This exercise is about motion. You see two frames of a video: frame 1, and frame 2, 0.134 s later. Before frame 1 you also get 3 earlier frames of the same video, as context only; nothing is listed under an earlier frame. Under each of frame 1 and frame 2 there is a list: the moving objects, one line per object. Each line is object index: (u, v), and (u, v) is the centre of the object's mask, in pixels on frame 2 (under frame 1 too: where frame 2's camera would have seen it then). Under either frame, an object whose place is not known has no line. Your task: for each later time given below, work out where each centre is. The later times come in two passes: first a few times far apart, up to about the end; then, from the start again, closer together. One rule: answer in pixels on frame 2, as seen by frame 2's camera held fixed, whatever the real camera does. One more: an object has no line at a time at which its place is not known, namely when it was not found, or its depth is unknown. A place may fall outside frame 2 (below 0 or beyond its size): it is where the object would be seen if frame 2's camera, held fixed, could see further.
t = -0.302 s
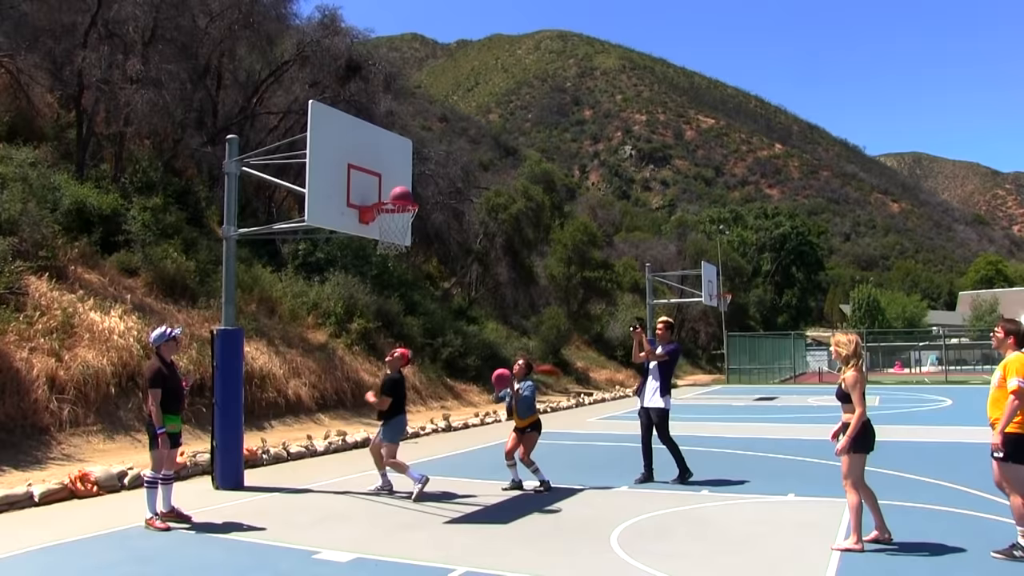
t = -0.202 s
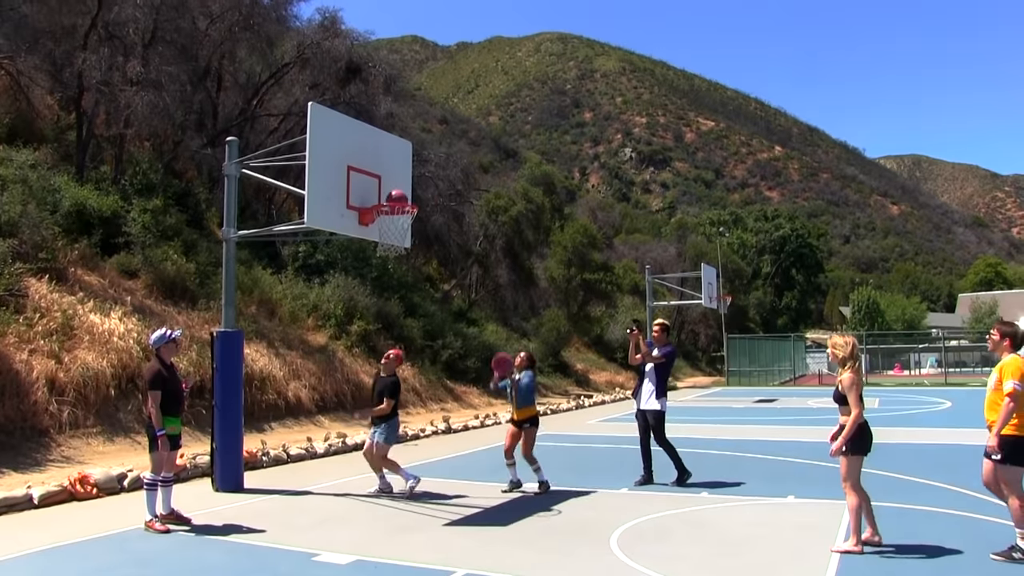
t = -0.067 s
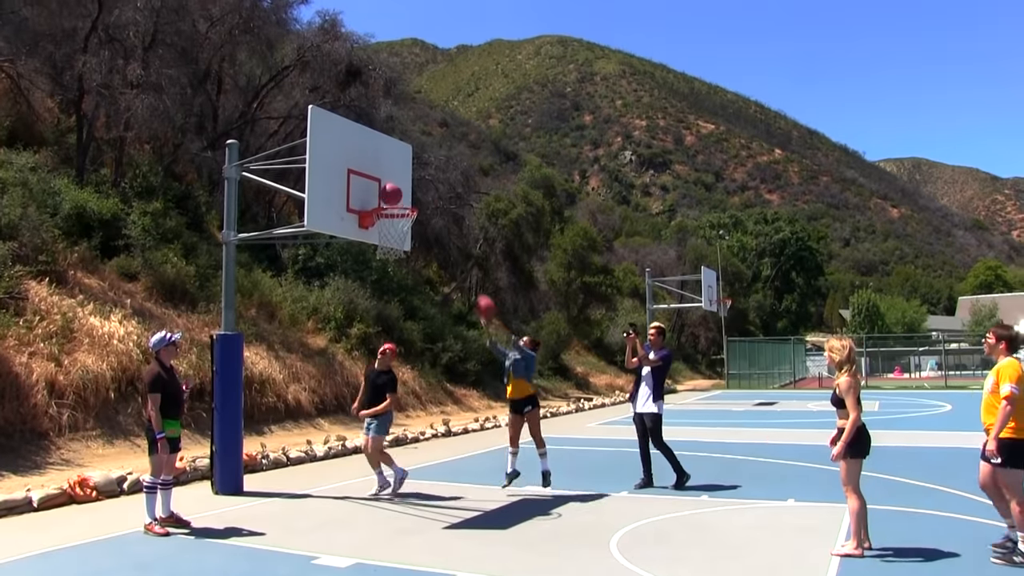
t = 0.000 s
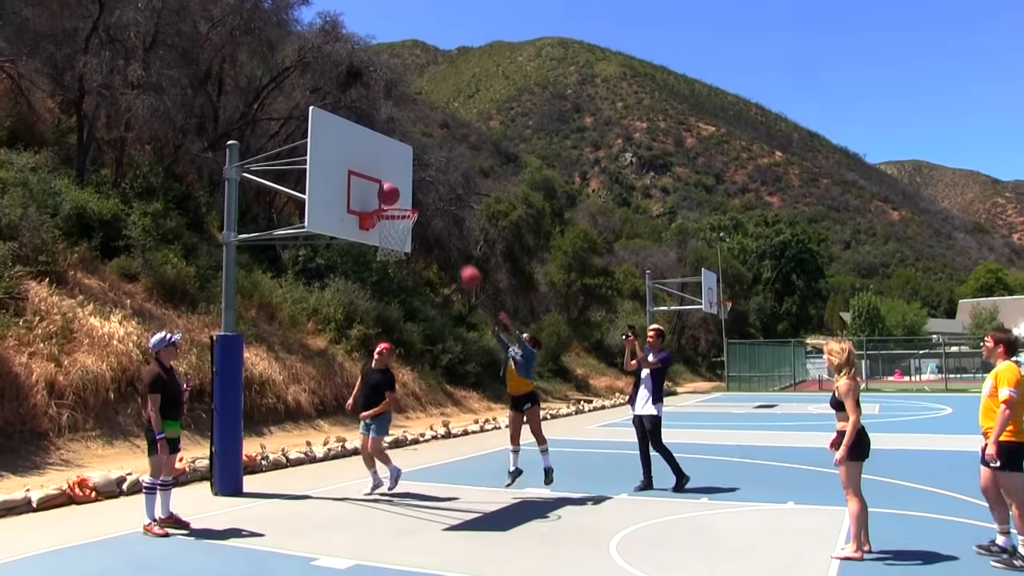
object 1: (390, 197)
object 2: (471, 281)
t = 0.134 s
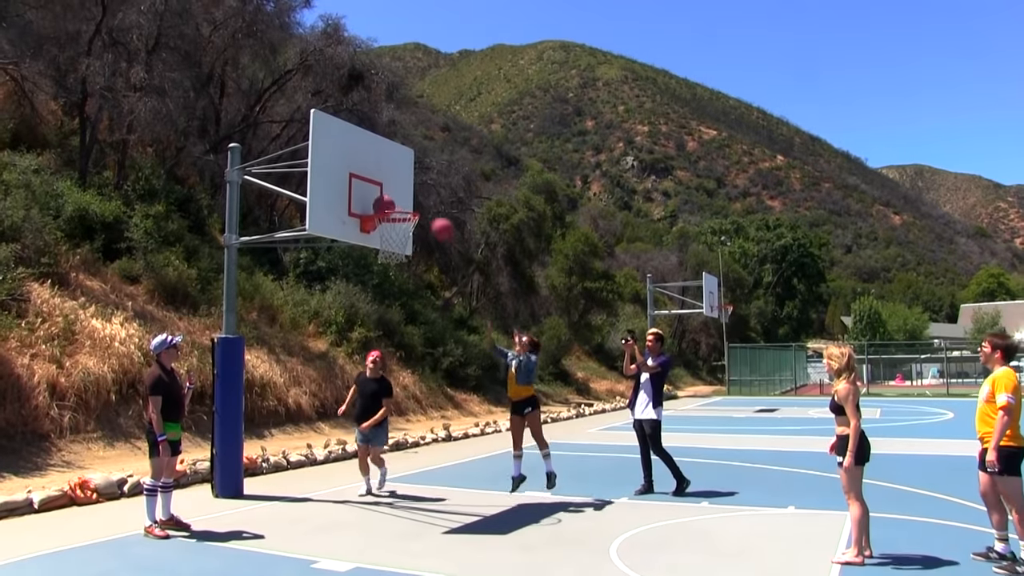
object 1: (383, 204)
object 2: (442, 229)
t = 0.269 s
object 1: (399, 214)
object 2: (413, 191)
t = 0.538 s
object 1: (411, 245)
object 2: (376, 166)
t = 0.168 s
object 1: (385, 205)
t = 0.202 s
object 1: (390, 205)
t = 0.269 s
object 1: (399, 214)
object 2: (413, 191)
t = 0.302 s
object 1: (402, 217)
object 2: (405, 184)
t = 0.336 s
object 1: (408, 225)
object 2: (398, 178)
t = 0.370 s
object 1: (412, 229)
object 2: (391, 173)
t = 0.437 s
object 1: (414, 236)
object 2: (376, 166)
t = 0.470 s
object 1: (415, 239)
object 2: (375, 165)
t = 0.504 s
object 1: (413, 242)
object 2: (376, 165)
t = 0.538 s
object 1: (411, 245)
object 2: (376, 166)
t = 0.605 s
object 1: (406, 254)
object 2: (378, 171)
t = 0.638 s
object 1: (405, 261)
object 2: (378, 175)
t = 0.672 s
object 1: (401, 266)
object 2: (379, 180)
